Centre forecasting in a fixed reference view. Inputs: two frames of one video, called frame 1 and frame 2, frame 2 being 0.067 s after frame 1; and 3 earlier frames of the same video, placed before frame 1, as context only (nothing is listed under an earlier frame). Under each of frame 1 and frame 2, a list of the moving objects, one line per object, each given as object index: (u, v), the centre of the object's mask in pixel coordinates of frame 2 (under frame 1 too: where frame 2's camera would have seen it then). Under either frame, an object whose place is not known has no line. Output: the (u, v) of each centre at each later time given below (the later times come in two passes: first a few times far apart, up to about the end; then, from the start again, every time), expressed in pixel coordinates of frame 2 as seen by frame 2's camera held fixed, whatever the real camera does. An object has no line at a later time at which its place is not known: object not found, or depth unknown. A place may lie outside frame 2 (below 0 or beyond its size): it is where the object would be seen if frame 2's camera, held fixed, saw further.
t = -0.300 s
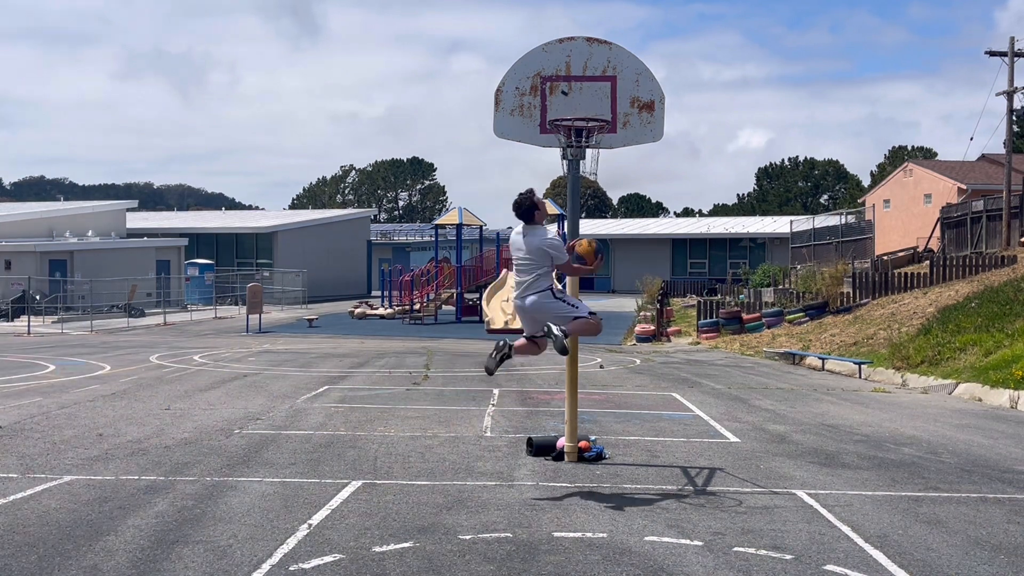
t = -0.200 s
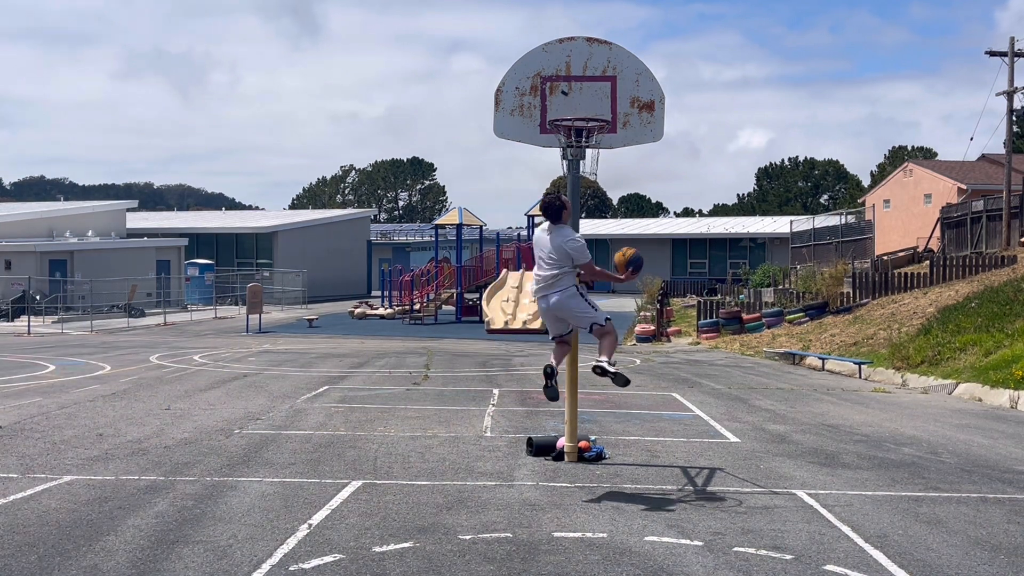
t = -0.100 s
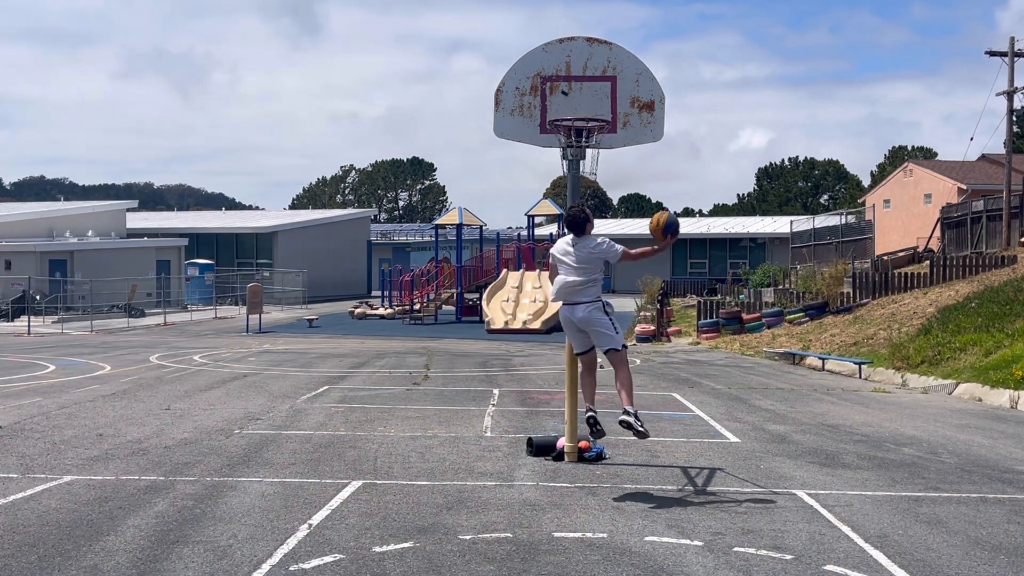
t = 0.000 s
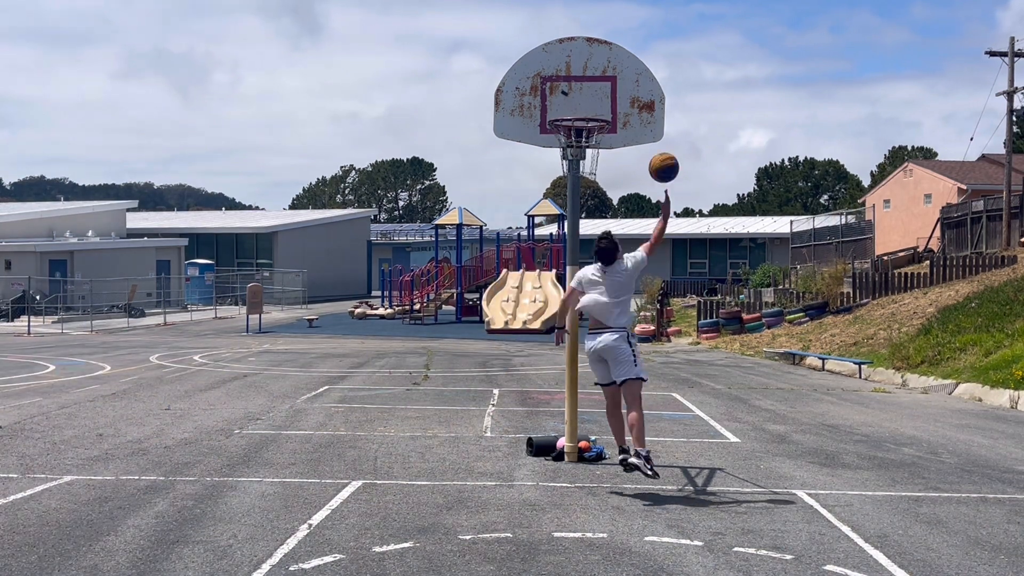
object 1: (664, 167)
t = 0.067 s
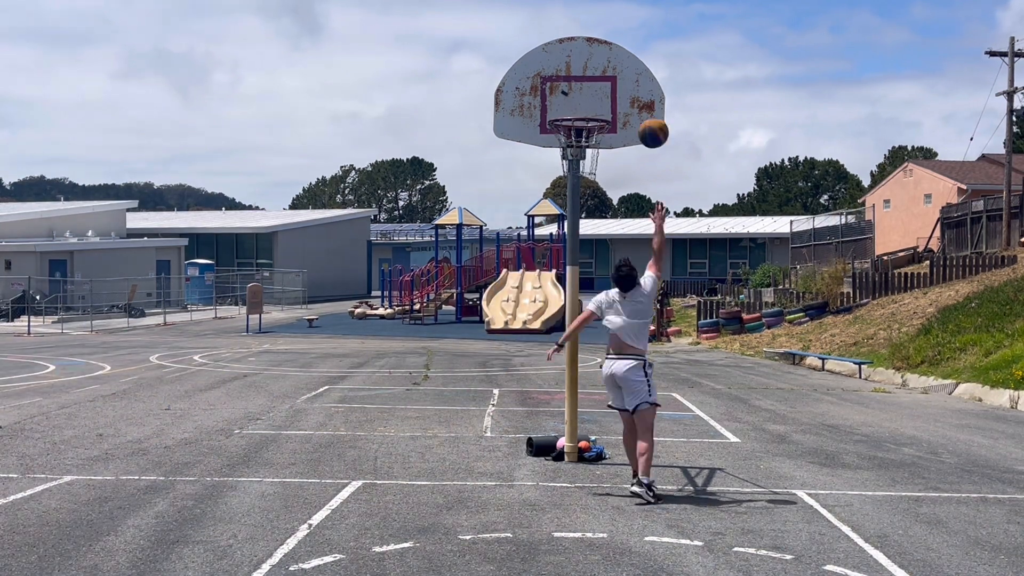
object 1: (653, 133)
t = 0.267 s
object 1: (622, 62)
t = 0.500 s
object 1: (586, 43)
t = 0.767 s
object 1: (545, 105)
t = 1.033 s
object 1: (507, 85)
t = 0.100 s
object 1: (648, 118)
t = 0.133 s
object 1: (643, 104)
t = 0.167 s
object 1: (638, 91)
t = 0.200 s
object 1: (632, 81)
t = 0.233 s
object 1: (628, 70)
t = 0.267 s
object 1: (622, 62)
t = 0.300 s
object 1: (617, 56)
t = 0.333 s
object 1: (612, 50)
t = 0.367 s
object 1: (607, 46)
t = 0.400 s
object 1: (602, 43)
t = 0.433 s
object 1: (596, 42)
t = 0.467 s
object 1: (591, 42)
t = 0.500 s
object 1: (586, 43)
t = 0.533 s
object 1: (581, 47)
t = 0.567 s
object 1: (576, 50)
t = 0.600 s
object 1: (570, 56)
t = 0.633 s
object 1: (565, 63)
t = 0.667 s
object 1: (560, 71)
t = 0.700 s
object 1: (556, 81)
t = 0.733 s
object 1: (550, 92)
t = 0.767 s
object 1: (545, 105)
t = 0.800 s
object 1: (541, 104)
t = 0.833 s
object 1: (536, 97)
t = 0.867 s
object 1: (531, 92)
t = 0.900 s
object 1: (526, 88)
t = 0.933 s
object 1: (522, 85)
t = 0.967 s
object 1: (517, 84)
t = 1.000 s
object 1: (512, 84)
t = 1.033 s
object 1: (507, 85)
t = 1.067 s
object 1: (502, 88)
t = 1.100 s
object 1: (497, 92)
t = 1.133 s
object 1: (492, 98)
